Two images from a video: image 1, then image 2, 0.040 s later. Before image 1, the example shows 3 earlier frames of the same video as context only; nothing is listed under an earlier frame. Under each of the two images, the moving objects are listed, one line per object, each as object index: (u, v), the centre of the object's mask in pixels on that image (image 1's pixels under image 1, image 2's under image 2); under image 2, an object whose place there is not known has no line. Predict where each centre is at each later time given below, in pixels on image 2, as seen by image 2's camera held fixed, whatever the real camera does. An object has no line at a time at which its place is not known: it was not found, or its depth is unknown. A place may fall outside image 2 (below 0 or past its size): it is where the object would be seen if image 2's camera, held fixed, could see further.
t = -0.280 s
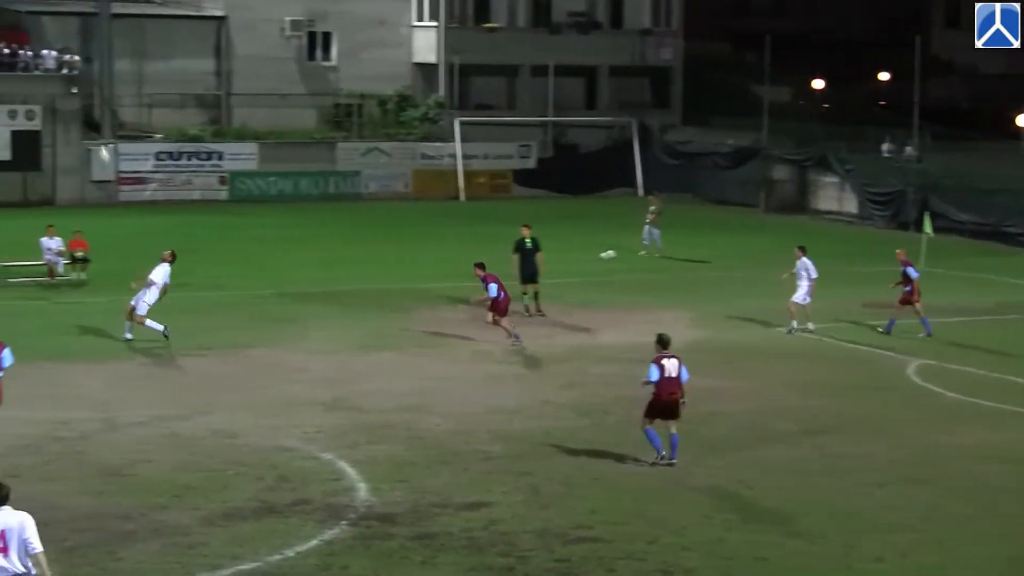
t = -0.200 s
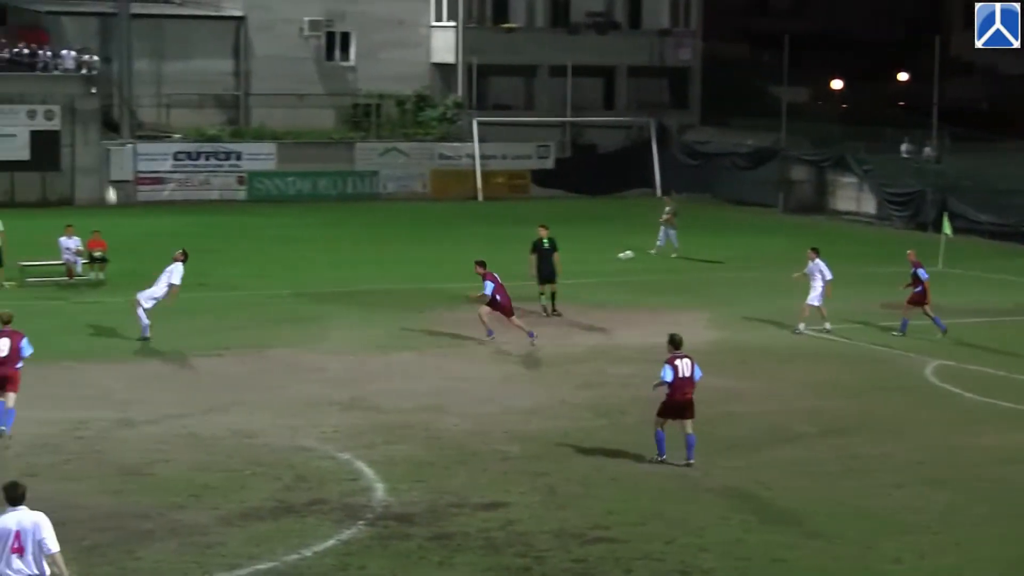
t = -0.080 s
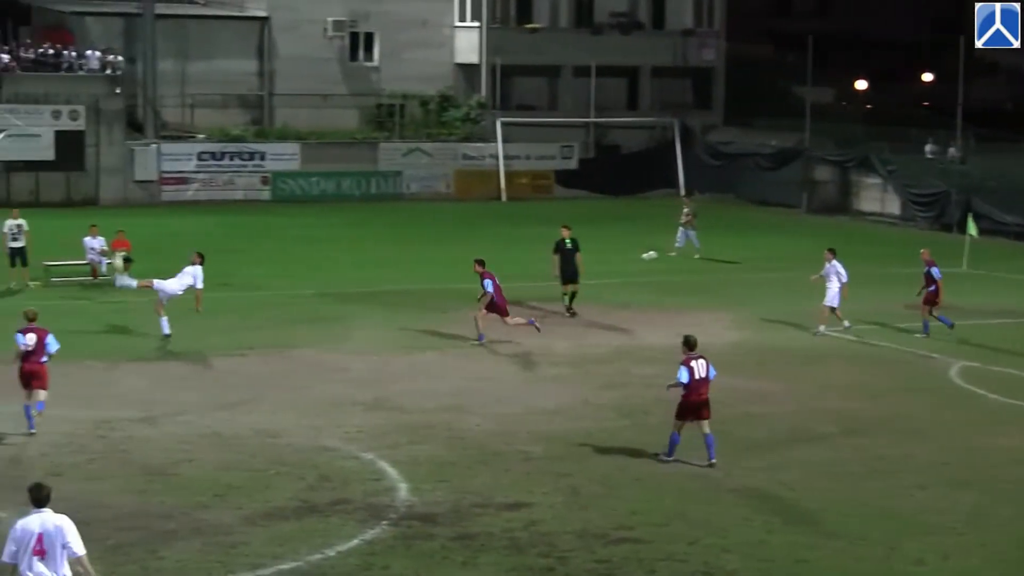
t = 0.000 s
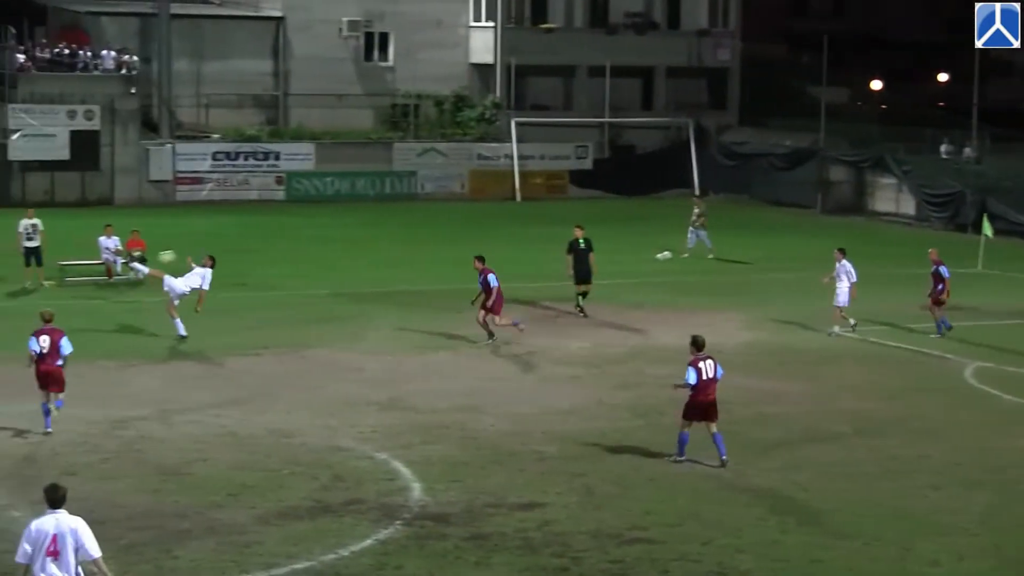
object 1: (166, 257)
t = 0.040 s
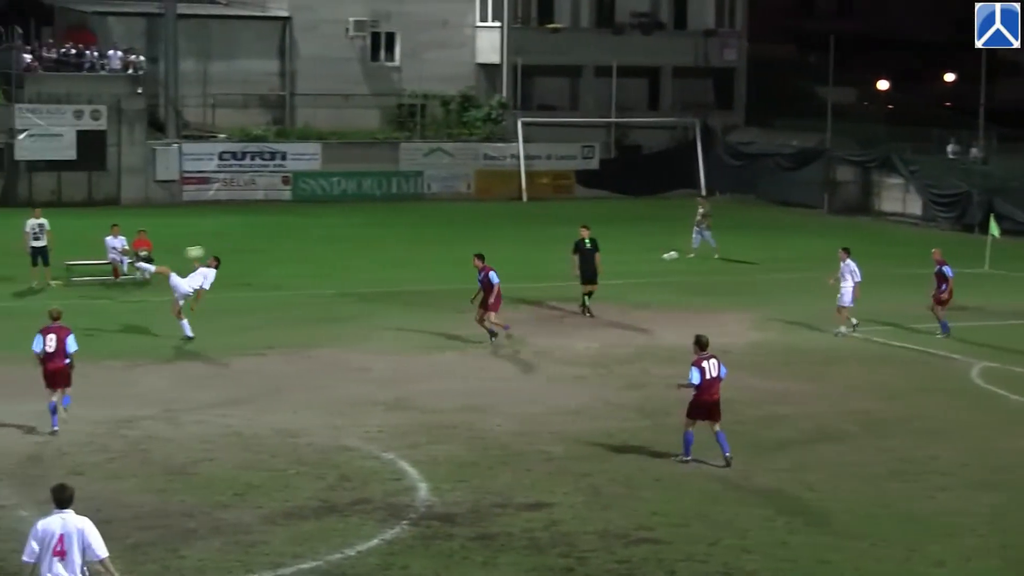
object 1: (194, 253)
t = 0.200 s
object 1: (282, 246)
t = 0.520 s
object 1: (467, 297)
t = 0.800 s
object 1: (639, 416)
